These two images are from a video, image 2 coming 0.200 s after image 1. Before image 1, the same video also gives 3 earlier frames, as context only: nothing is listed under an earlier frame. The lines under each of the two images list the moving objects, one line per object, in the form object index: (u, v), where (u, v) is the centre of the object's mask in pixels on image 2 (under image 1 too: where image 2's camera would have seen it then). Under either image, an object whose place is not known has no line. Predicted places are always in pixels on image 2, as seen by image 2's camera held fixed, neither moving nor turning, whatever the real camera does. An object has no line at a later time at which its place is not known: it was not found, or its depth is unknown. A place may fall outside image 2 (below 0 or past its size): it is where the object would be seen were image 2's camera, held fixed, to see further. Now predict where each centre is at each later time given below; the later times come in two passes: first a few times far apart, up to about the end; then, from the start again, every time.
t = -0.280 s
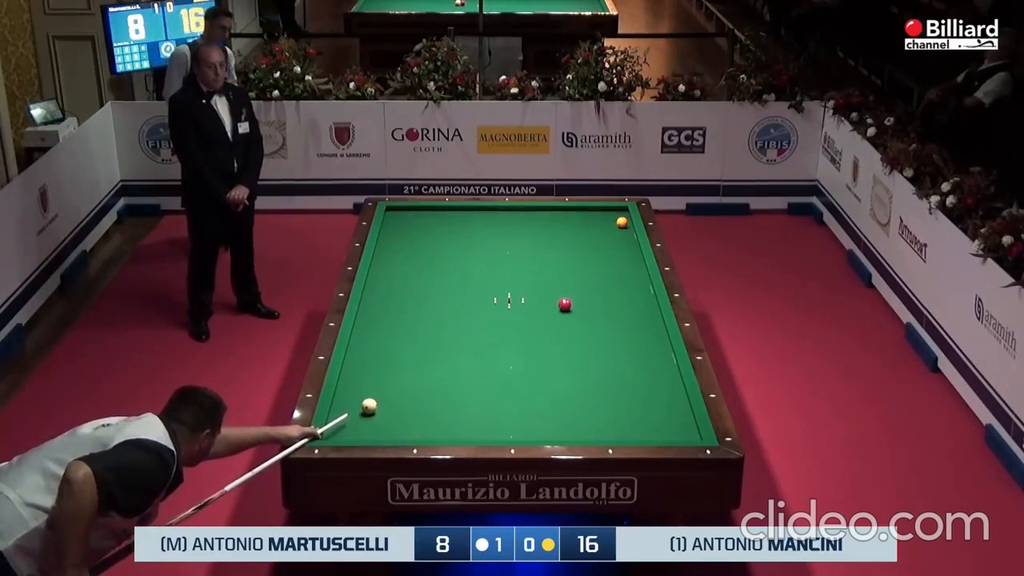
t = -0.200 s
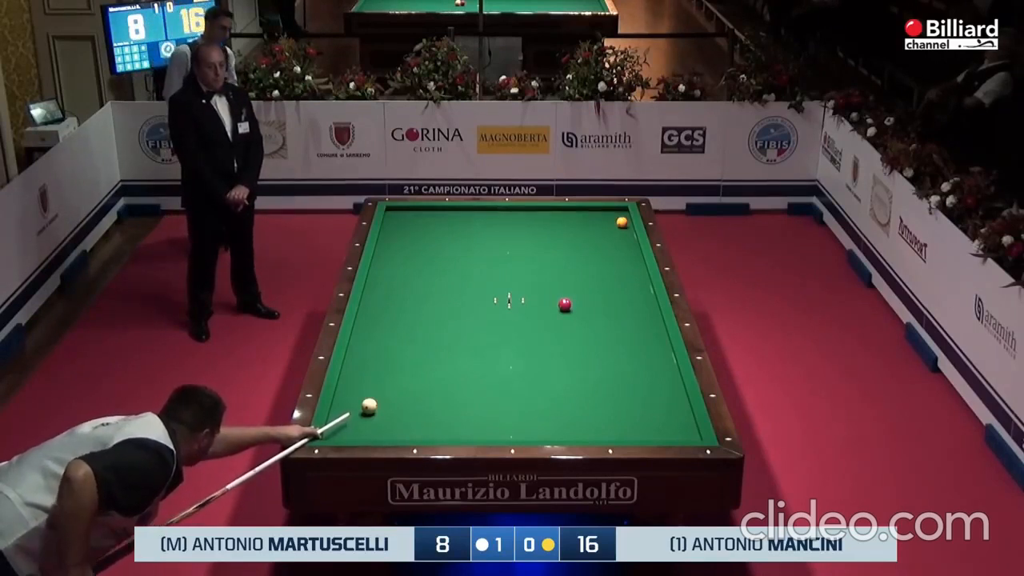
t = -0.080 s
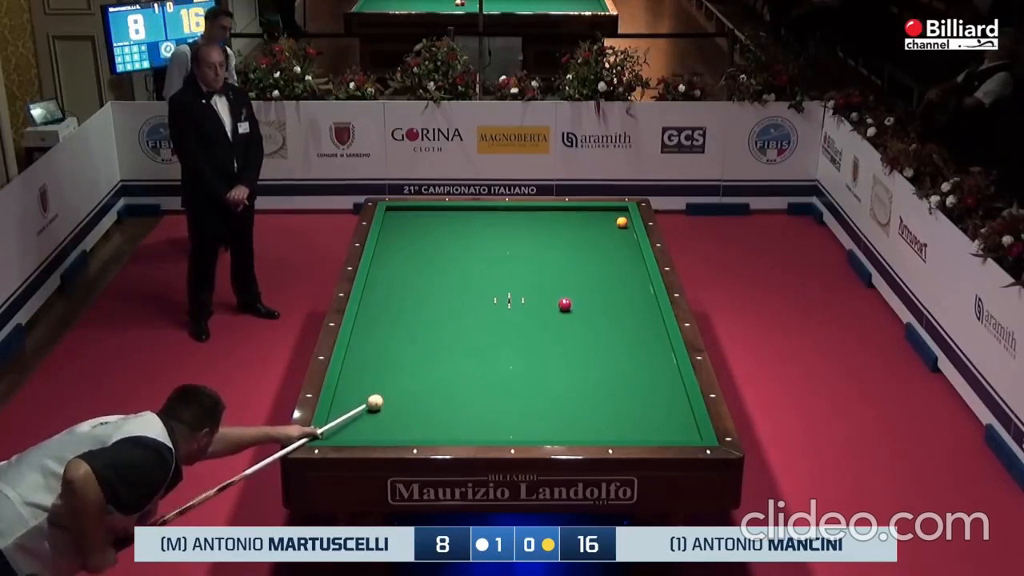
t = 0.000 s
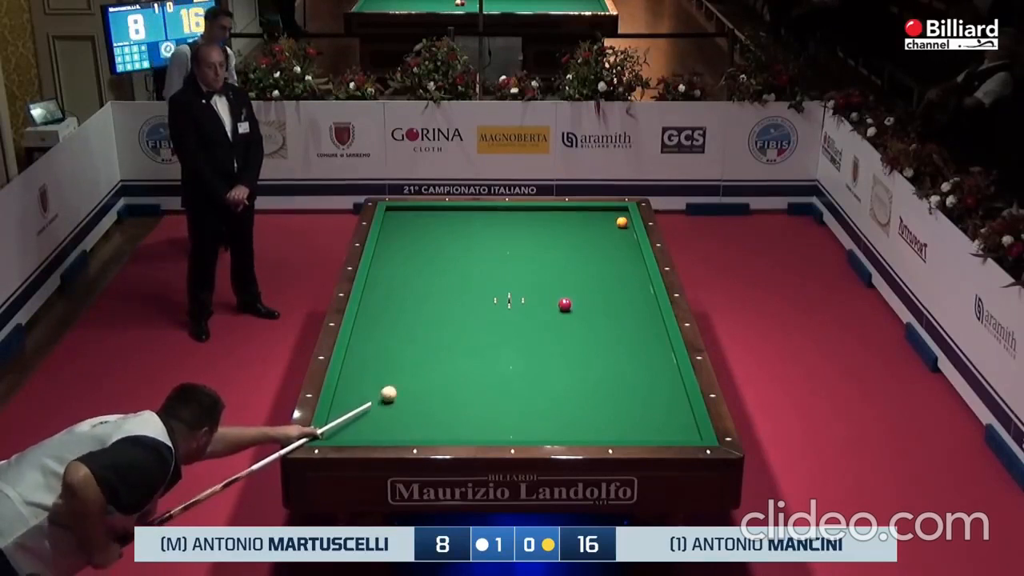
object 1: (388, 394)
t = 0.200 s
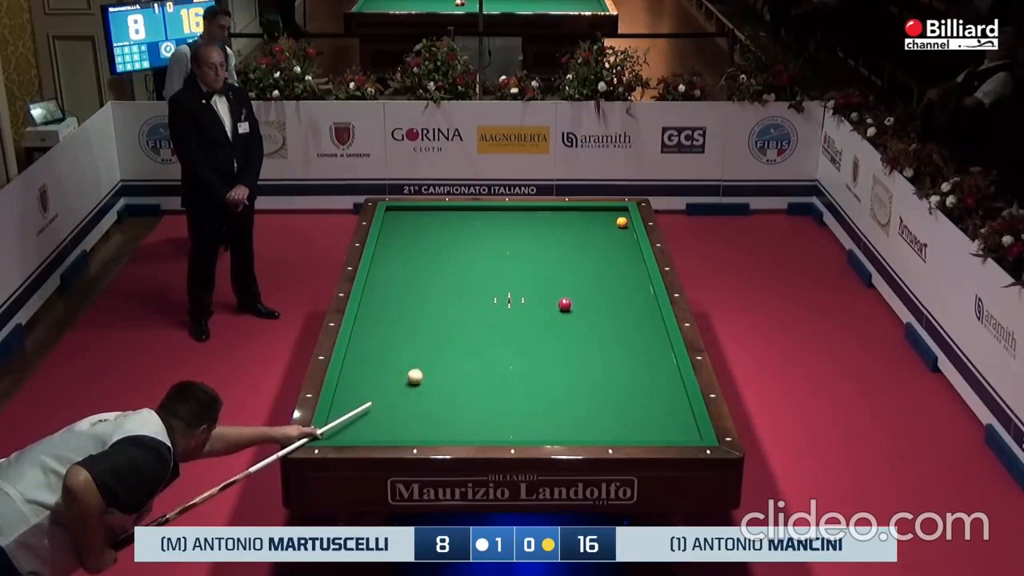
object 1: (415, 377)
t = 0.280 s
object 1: (424, 370)
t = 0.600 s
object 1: (460, 346)
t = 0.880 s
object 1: (489, 328)
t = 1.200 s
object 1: (518, 308)
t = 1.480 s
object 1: (542, 292)
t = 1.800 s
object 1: (567, 275)
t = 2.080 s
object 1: (587, 262)
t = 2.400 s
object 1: (609, 248)
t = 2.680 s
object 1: (626, 236)
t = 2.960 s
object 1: (620, 227)
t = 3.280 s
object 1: (599, 222)
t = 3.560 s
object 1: (582, 218)
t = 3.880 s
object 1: (563, 215)
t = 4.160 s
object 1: (548, 212)
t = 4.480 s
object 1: (530, 208)
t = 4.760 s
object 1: (515, 209)
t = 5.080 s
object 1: (498, 211)
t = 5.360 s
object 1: (483, 212)
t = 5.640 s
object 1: (468, 214)
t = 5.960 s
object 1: (453, 215)
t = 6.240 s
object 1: (440, 217)
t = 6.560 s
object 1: (425, 218)
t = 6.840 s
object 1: (413, 219)
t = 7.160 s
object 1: (400, 221)
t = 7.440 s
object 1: (389, 222)
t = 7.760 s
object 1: (392, 223)
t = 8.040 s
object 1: (397, 224)
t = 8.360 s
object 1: (403, 225)
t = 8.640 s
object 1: (407, 226)
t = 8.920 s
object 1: (410, 227)
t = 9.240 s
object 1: (414, 227)
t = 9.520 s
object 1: (416, 228)
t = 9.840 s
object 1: (418, 228)
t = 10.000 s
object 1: (419, 228)
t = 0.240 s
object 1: (419, 374)
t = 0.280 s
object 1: (424, 370)
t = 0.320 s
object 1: (429, 367)
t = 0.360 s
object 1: (433, 364)
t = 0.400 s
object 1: (438, 361)
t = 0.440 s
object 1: (443, 358)
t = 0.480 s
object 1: (447, 355)
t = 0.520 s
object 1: (452, 352)
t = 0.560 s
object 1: (456, 349)
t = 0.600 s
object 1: (460, 346)
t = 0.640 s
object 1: (464, 344)
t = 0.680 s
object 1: (469, 341)
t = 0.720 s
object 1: (472, 338)
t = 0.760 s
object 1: (477, 336)
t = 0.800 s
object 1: (481, 333)
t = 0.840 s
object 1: (484, 330)
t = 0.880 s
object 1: (489, 328)
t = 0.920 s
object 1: (492, 325)
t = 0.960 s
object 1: (496, 322)
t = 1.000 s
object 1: (500, 320)
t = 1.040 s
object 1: (504, 317)
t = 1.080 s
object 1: (508, 315)
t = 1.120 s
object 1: (511, 313)
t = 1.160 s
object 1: (515, 310)
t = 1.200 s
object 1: (518, 308)
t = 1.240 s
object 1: (522, 305)
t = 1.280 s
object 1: (526, 303)
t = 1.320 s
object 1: (529, 301)
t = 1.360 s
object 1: (532, 298)
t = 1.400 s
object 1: (536, 296)
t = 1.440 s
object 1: (539, 294)
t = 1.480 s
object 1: (542, 292)
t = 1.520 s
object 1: (545, 290)
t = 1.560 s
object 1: (549, 288)
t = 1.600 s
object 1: (552, 286)
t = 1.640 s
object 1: (555, 283)
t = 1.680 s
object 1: (558, 281)
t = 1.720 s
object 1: (561, 279)
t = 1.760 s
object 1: (564, 277)
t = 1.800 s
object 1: (567, 275)
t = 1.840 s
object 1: (570, 273)
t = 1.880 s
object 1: (573, 272)
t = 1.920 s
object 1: (576, 270)
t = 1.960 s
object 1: (579, 268)
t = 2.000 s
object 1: (582, 266)
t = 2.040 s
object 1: (585, 264)
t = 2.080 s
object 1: (587, 262)
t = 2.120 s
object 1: (590, 260)
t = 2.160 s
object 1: (593, 259)
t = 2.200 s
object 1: (595, 257)
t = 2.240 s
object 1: (598, 255)
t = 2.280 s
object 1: (601, 253)
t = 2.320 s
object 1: (604, 251)
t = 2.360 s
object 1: (606, 250)
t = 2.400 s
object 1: (609, 248)
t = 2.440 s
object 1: (611, 246)
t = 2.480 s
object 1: (614, 245)
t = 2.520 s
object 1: (616, 243)
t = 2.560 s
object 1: (618, 242)
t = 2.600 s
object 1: (621, 240)
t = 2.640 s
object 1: (623, 238)
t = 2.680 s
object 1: (626, 236)
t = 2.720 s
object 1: (628, 235)
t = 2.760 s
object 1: (630, 234)
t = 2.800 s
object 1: (628, 232)
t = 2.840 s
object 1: (627, 231)
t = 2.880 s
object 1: (625, 229)
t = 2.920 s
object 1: (622, 228)
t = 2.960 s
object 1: (620, 227)
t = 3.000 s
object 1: (617, 226)
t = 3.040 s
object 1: (615, 225)
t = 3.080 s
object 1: (612, 225)
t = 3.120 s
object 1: (609, 224)
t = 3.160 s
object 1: (607, 224)
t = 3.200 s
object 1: (604, 223)
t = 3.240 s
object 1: (601, 223)
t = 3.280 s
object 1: (599, 222)
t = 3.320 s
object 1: (597, 221)
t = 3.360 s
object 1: (594, 221)
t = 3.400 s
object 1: (592, 220)
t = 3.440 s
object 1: (589, 220)
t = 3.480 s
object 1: (587, 219)
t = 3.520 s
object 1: (584, 219)
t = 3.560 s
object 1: (582, 218)
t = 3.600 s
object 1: (580, 218)
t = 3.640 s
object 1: (577, 218)
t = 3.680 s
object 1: (575, 217)
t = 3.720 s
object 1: (573, 217)
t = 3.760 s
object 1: (570, 216)
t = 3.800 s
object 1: (568, 216)
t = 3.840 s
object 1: (565, 215)
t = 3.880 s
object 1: (563, 215)
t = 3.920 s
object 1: (561, 215)
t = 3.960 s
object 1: (559, 214)
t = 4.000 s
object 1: (556, 214)
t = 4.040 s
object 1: (554, 213)
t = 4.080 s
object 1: (552, 213)
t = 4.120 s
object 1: (550, 212)
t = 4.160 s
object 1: (548, 212)
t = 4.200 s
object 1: (545, 212)
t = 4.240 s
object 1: (543, 211)
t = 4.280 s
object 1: (541, 210)
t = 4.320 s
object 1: (539, 210)
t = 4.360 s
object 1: (537, 210)
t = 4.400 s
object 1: (535, 209)
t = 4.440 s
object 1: (533, 209)
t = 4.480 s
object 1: (530, 208)
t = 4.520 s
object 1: (528, 208)
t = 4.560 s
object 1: (526, 208)
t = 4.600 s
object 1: (524, 208)
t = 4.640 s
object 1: (522, 208)
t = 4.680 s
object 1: (519, 209)
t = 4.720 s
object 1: (517, 209)
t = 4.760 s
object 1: (515, 209)
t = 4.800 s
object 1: (513, 209)
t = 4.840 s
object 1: (510, 210)
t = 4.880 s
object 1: (509, 210)
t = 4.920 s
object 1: (506, 210)
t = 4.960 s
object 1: (504, 210)
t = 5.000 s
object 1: (502, 210)
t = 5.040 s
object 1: (500, 211)
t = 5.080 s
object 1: (498, 211)
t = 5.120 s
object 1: (496, 211)
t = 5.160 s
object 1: (493, 211)
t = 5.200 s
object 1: (491, 211)
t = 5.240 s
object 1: (489, 212)
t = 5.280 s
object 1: (487, 212)
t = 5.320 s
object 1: (485, 212)
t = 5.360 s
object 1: (483, 212)
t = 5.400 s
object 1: (481, 212)
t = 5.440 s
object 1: (479, 213)
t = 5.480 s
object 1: (477, 213)
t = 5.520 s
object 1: (475, 213)
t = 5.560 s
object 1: (473, 213)
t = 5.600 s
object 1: (470, 213)
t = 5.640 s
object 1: (468, 214)
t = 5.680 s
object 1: (466, 214)
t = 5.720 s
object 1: (465, 214)
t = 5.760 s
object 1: (463, 214)
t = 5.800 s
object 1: (461, 214)
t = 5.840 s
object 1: (459, 215)
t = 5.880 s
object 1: (457, 215)
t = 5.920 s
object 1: (455, 215)
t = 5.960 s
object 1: (453, 215)
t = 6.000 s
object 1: (451, 215)
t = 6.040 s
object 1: (449, 216)
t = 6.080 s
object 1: (447, 216)
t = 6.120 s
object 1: (445, 216)
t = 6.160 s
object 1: (443, 216)
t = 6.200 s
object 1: (441, 217)
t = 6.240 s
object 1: (440, 217)
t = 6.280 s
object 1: (438, 217)
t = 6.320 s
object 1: (436, 217)
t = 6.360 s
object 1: (434, 217)
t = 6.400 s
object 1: (432, 217)
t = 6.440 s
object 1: (430, 217)
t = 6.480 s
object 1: (429, 218)
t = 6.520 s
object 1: (427, 218)
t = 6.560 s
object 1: (425, 218)
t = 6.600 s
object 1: (423, 218)
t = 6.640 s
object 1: (422, 218)
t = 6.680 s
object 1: (420, 219)
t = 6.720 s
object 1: (418, 219)
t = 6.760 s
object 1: (416, 219)
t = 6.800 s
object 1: (415, 219)
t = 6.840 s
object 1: (413, 219)
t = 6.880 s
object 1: (411, 219)
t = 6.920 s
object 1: (410, 220)
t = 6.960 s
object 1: (408, 220)
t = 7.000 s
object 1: (406, 220)
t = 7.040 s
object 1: (405, 220)
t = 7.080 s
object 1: (403, 220)
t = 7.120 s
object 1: (401, 220)
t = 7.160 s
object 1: (400, 221)
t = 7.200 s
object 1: (398, 220)
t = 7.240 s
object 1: (397, 221)
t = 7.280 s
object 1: (395, 221)
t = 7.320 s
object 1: (393, 221)
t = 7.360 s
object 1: (392, 221)
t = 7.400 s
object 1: (390, 221)
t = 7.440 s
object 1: (389, 222)
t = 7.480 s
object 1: (387, 222)
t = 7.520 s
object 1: (387, 222)
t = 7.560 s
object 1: (388, 222)
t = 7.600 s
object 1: (389, 222)
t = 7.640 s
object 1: (390, 223)
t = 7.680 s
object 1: (390, 223)
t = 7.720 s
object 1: (391, 223)
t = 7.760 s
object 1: (392, 223)
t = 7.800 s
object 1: (393, 223)
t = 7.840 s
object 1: (394, 223)
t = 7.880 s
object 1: (394, 223)
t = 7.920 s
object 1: (395, 224)
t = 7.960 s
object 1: (396, 224)
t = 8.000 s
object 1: (397, 224)
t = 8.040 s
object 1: (397, 224)
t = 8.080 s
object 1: (398, 224)
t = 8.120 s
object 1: (399, 224)
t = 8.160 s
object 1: (399, 224)
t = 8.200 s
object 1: (400, 224)
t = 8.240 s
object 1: (401, 225)
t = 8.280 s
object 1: (401, 225)
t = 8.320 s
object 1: (402, 225)
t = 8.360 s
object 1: (403, 225)
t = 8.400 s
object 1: (403, 225)
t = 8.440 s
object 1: (404, 225)
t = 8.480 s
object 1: (405, 225)
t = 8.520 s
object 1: (405, 225)
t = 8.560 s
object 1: (406, 226)
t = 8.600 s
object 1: (406, 226)
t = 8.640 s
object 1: (407, 226)
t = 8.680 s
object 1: (407, 226)
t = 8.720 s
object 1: (408, 226)
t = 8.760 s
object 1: (408, 226)
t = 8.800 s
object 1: (409, 226)
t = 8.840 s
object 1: (409, 226)
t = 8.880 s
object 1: (410, 227)
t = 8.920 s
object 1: (410, 227)
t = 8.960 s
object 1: (411, 227)
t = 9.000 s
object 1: (411, 227)
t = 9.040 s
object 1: (412, 227)
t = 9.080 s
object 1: (412, 227)
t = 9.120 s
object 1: (412, 227)
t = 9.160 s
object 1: (413, 227)
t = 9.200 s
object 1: (413, 227)
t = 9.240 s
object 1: (414, 227)
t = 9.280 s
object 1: (414, 227)
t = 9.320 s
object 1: (414, 227)
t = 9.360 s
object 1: (415, 227)
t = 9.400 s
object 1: (415, 227)
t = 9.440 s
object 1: (415, 228)
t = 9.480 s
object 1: (416, 228)
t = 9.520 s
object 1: (416, 228)
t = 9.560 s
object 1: (416, 228)
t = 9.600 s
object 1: (417, 228)
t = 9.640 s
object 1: (417, 228)
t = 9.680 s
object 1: (417, 228)
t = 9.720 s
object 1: (418, 228)
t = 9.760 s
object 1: (418, 228)
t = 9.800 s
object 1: (418, 228)
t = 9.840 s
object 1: (418, 228)
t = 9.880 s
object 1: (419, 228)
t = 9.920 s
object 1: (419, 228)
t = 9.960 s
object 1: (419, 228)
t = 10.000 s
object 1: (419, 228)
